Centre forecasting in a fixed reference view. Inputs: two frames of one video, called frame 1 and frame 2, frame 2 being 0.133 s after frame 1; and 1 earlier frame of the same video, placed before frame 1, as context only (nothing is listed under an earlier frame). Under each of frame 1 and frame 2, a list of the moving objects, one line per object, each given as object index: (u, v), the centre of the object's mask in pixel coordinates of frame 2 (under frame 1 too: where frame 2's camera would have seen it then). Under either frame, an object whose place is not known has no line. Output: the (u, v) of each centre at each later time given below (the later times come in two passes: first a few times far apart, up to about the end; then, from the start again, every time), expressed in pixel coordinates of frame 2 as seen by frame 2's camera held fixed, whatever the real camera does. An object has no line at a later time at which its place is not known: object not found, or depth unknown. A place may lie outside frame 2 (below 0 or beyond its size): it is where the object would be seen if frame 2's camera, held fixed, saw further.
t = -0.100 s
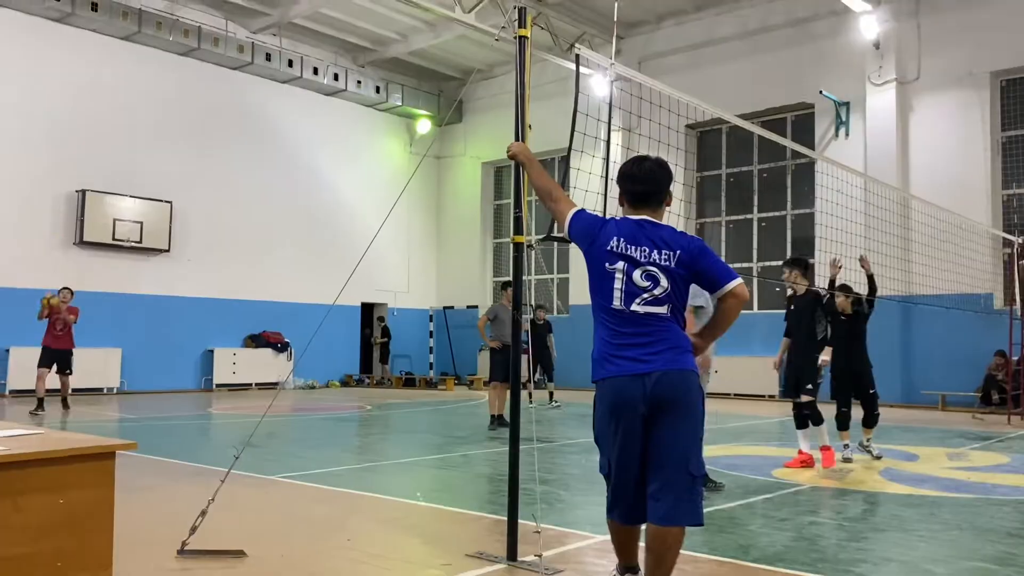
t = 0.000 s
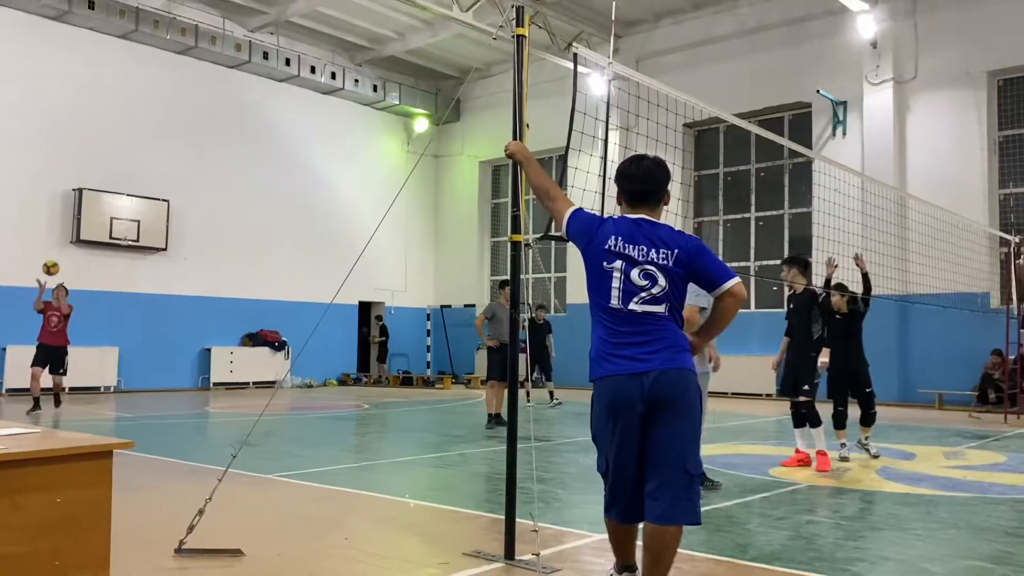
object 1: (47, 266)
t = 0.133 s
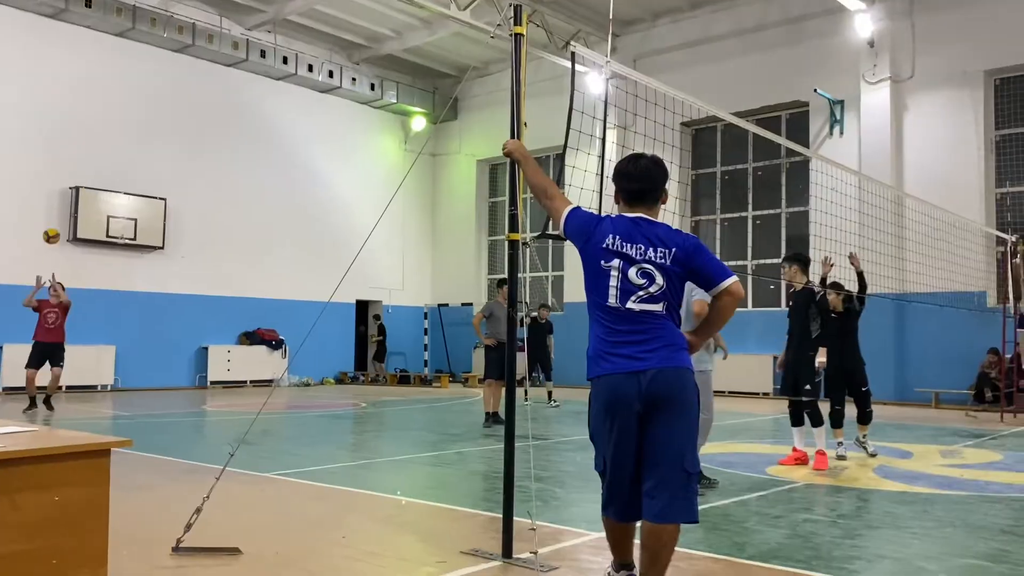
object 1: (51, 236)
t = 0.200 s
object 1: (53, 225)
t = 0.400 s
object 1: (58, 213)
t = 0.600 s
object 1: (61, 231)
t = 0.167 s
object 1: (52, 230)
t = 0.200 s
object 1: (53, 225)
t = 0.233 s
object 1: (54, 221)
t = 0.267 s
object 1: (55, 218)
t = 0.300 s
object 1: (56, 216)
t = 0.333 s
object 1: (57, 214)
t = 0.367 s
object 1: (57, 213)
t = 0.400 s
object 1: (58, 213)
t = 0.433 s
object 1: (59, 214)
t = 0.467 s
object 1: (59, 216)
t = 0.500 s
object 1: (60, 218)
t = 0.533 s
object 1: (60, 222)
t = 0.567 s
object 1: (61, 226)
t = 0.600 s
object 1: (61, 231)
